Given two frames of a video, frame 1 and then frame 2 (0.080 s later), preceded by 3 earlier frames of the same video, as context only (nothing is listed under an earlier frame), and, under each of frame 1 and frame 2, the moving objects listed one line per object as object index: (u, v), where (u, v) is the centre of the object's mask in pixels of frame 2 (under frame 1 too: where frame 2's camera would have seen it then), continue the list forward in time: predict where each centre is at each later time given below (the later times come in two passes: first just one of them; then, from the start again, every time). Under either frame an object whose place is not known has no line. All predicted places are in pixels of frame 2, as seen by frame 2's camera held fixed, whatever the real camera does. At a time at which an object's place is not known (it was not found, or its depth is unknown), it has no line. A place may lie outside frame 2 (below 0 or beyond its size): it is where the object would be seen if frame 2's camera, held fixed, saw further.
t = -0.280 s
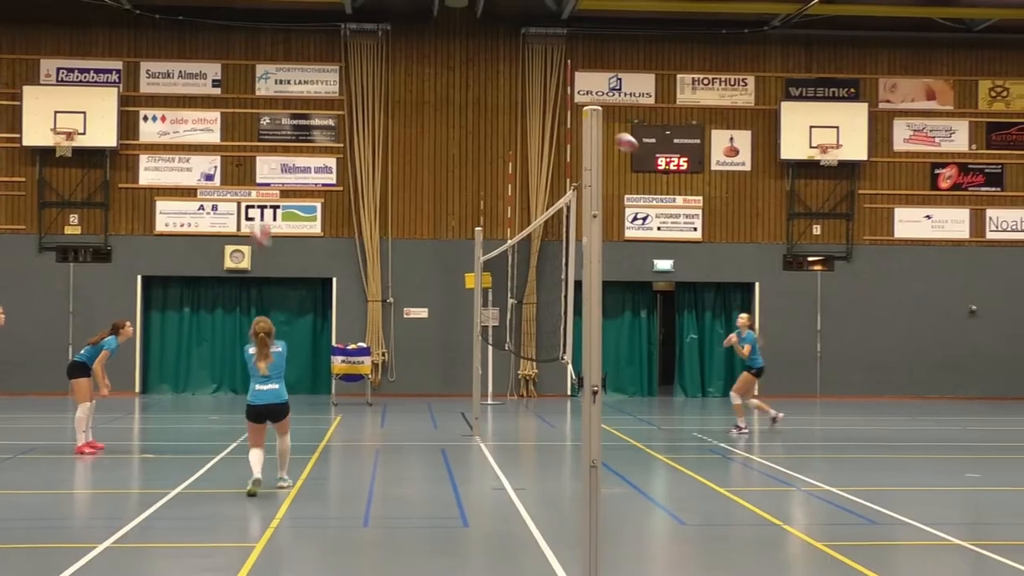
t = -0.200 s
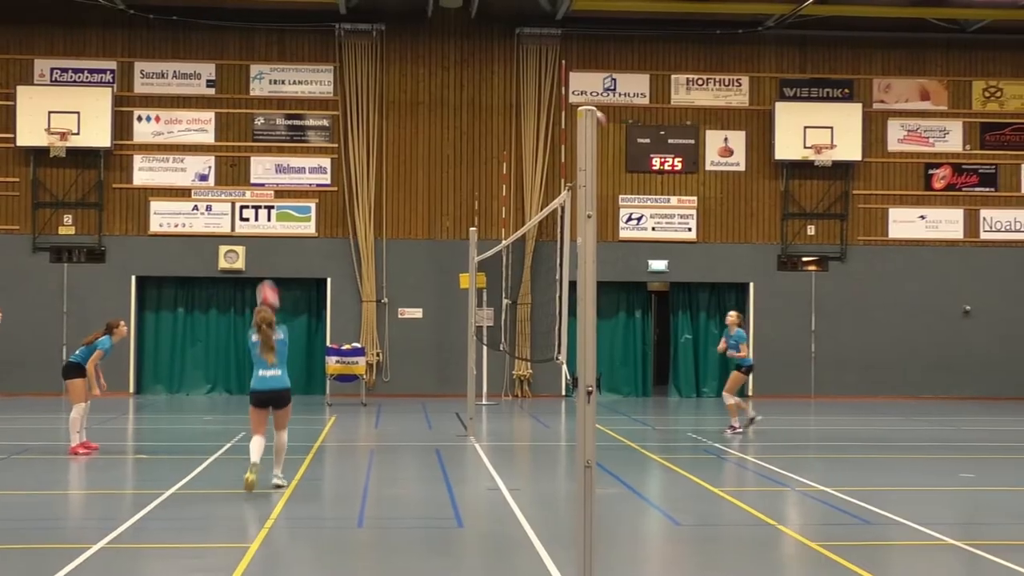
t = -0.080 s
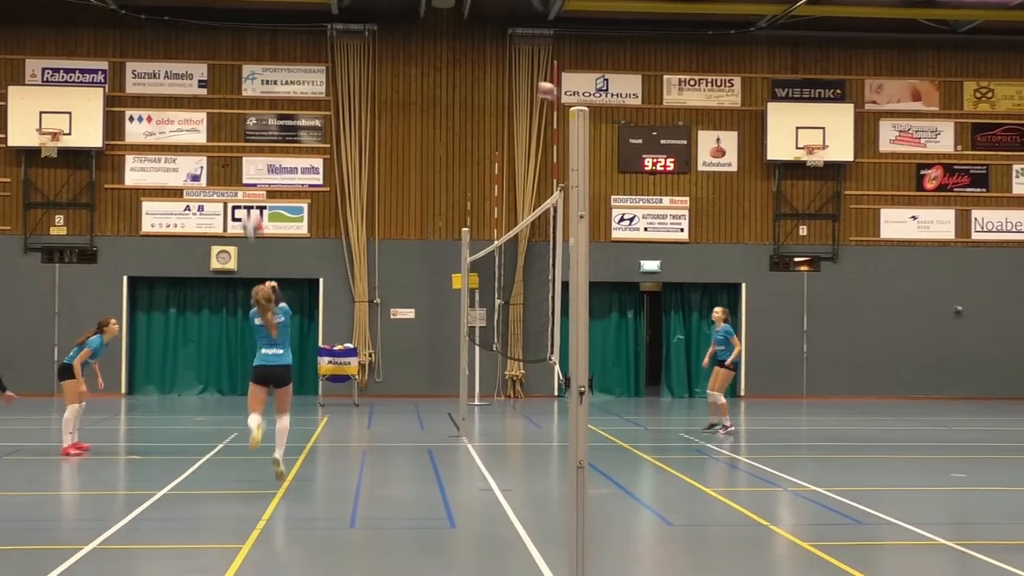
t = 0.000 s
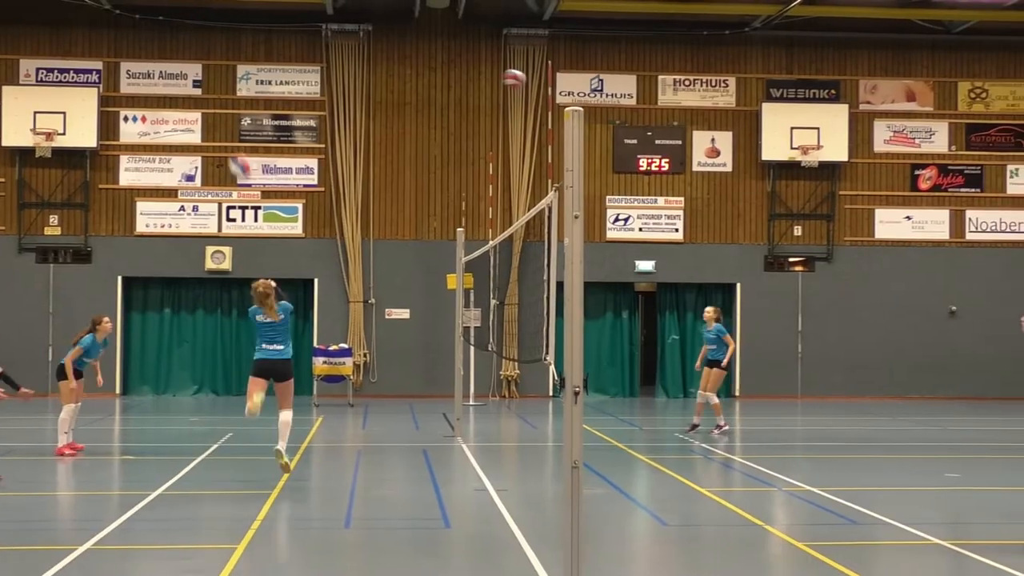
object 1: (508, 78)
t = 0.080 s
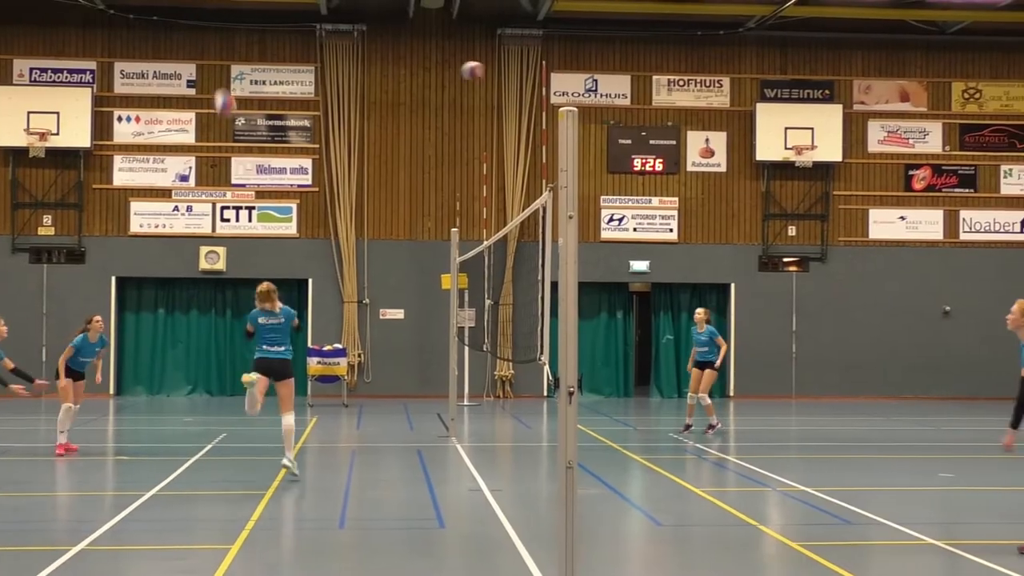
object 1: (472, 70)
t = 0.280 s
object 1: (398, 80)
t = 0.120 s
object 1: (458, 70)
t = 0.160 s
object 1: (443, 70)
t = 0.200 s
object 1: (428, 71)
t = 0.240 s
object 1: (412, 75)
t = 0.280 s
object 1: (398, 80)
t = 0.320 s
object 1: (381, 86)
